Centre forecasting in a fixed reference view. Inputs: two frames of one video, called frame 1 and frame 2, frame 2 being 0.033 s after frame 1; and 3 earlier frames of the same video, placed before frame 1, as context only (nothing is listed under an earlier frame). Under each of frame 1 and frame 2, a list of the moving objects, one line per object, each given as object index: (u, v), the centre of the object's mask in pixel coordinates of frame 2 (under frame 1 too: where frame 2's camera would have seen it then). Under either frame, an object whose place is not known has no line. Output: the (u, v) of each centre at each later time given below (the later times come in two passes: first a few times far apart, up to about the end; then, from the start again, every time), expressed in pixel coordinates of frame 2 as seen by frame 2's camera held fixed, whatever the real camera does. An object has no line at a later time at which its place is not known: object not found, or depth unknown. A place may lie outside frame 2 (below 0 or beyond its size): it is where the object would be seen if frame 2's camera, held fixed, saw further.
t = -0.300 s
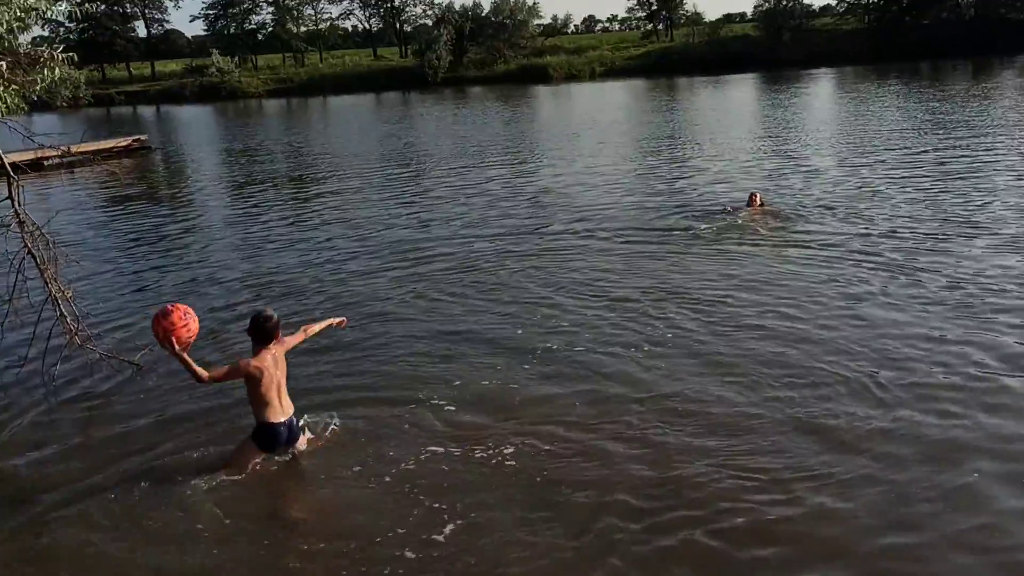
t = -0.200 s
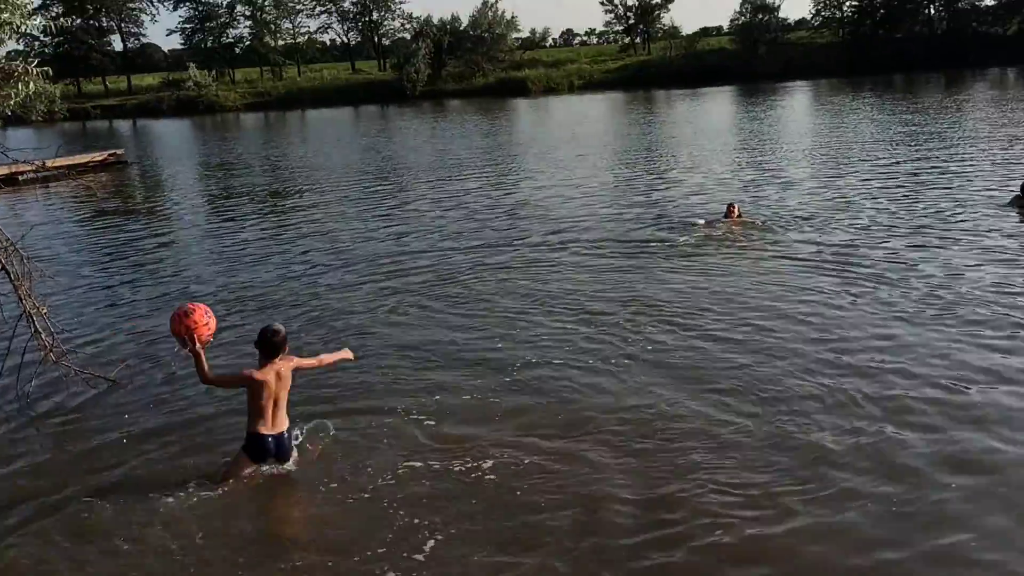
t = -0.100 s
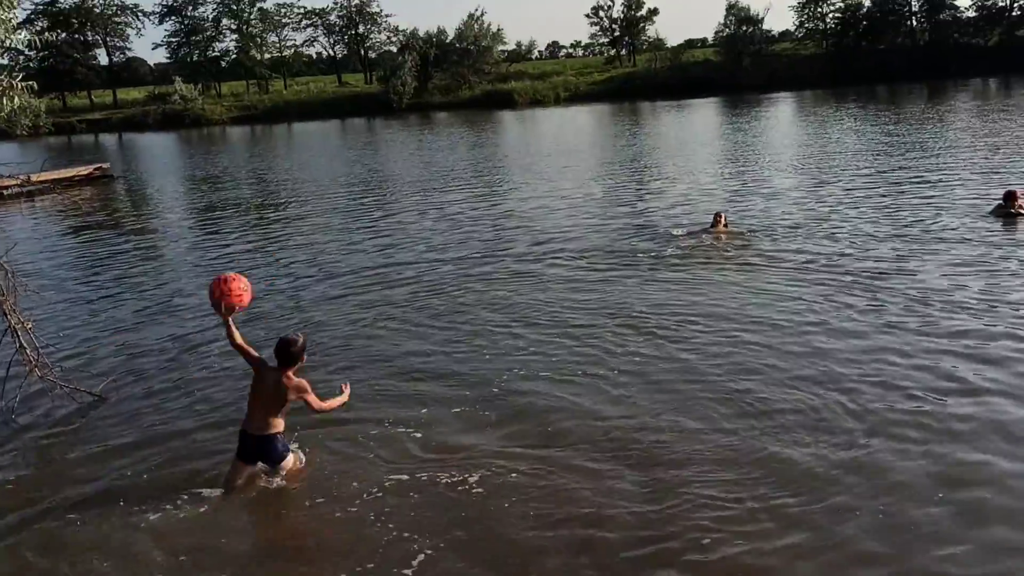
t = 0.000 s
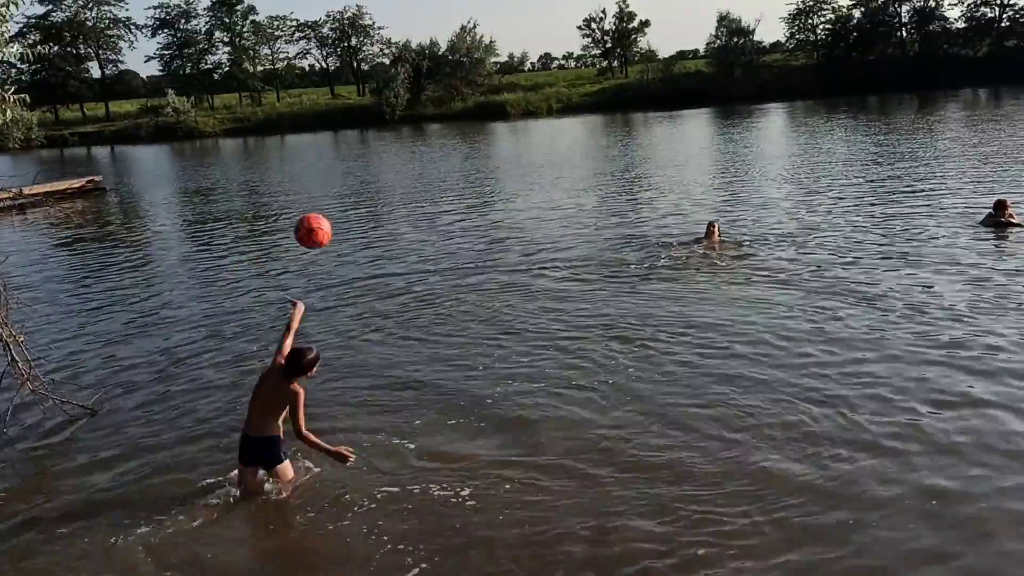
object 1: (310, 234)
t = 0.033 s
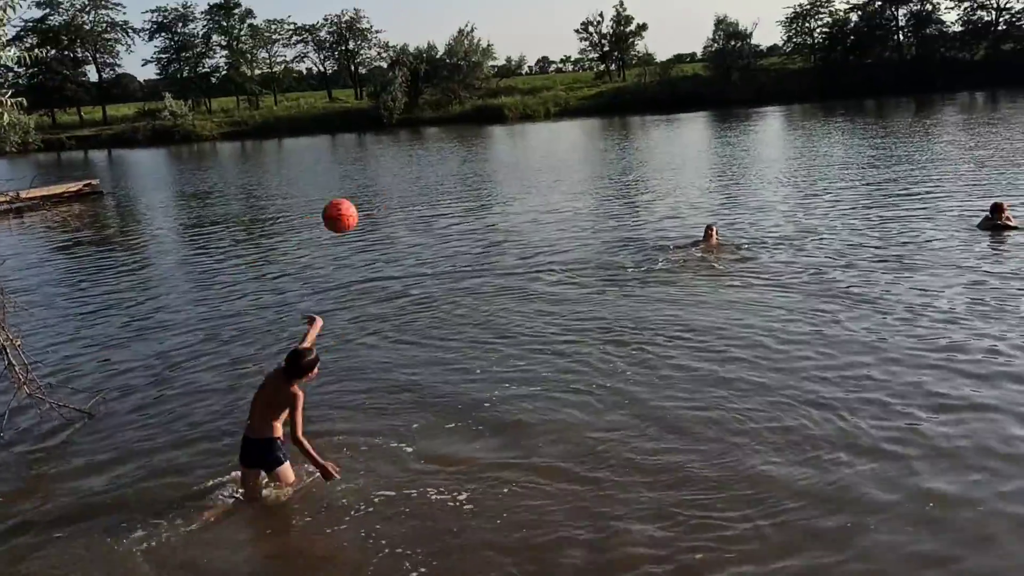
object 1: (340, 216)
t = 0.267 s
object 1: (499, 156)
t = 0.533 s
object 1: (618, 177)
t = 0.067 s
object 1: (367, 200)
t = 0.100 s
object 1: (393, 187)
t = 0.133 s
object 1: (417, 177)
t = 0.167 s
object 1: (439, 169)
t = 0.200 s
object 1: (461, 163)
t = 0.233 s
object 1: (480, 158)
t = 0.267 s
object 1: (499, 156)
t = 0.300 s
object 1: (517, 155)
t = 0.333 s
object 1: (533, 154)
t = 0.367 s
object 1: (549, 156)
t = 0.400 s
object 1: (564, 158)
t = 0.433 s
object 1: (579, 161)
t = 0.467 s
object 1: (592, 166)
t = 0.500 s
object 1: (605, 171)
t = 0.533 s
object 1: (618, 177)
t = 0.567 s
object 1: (629, 184)
